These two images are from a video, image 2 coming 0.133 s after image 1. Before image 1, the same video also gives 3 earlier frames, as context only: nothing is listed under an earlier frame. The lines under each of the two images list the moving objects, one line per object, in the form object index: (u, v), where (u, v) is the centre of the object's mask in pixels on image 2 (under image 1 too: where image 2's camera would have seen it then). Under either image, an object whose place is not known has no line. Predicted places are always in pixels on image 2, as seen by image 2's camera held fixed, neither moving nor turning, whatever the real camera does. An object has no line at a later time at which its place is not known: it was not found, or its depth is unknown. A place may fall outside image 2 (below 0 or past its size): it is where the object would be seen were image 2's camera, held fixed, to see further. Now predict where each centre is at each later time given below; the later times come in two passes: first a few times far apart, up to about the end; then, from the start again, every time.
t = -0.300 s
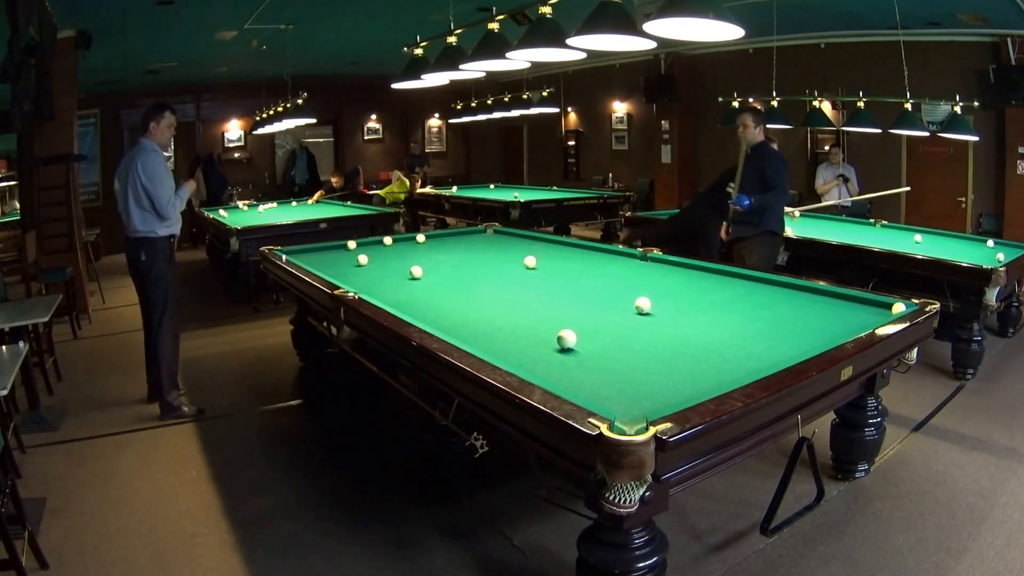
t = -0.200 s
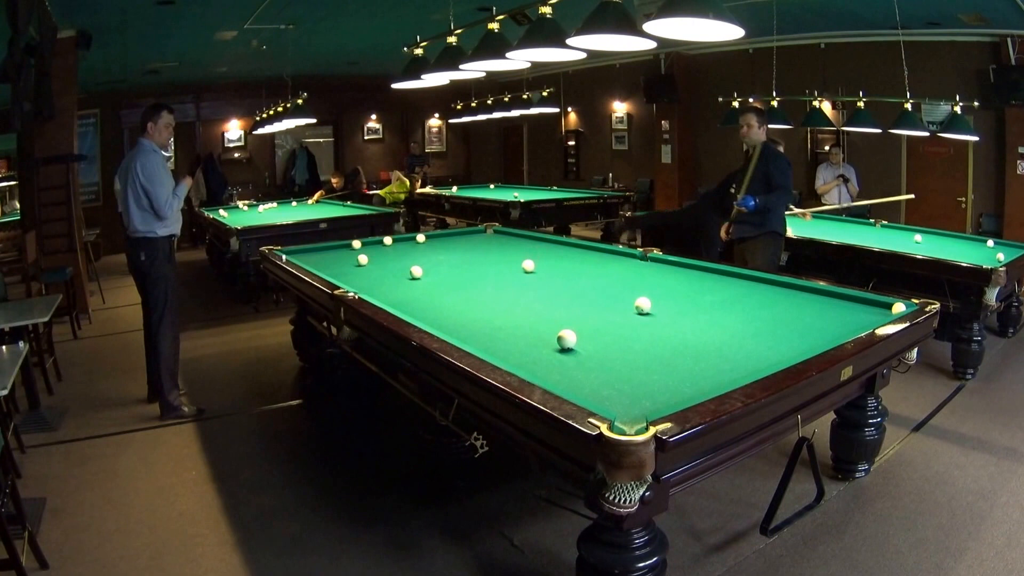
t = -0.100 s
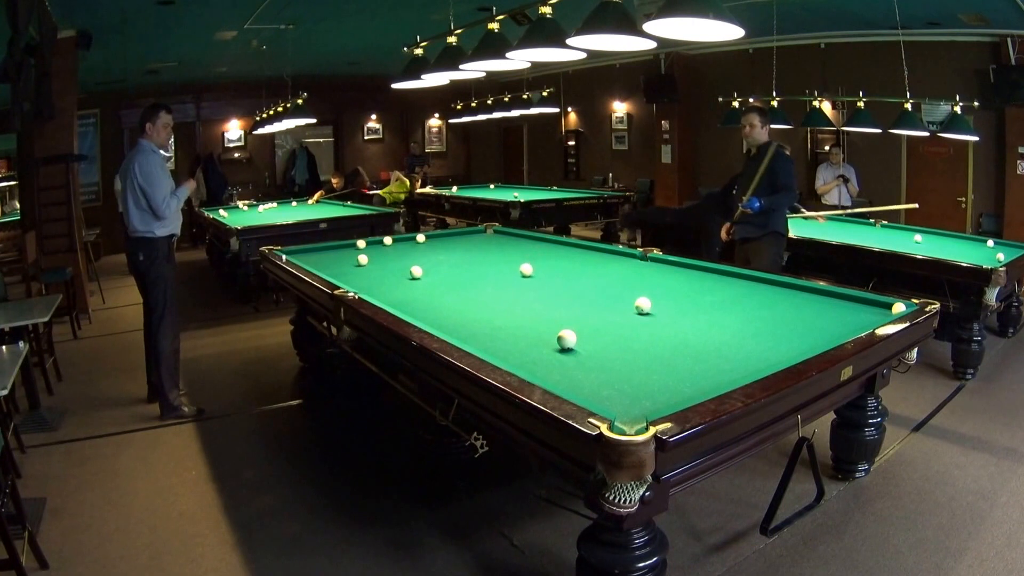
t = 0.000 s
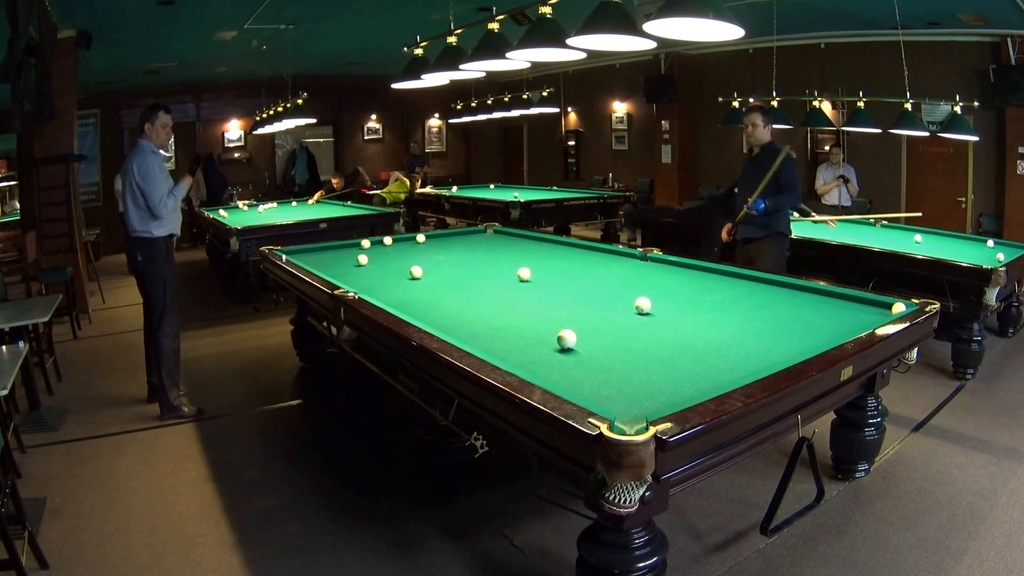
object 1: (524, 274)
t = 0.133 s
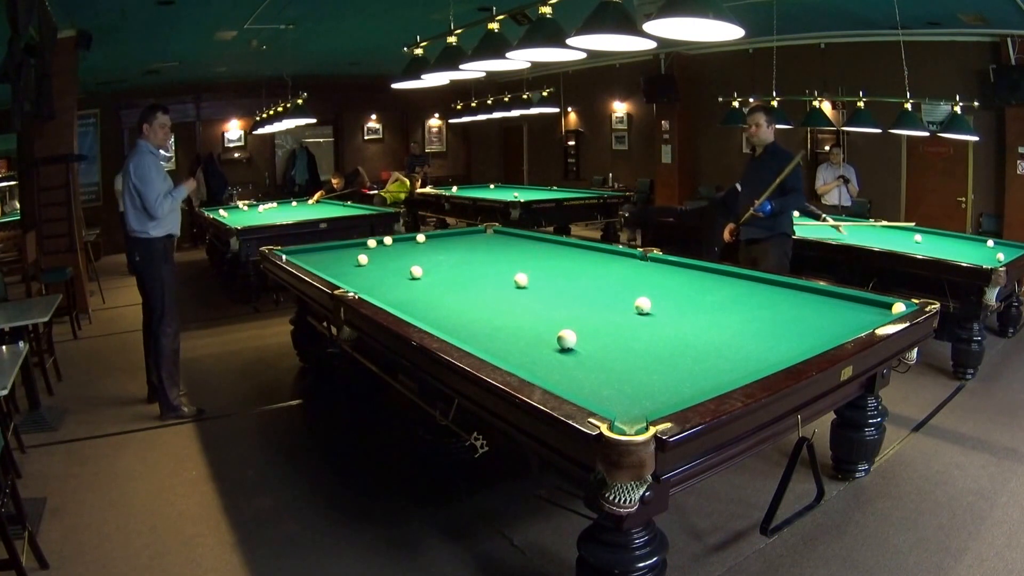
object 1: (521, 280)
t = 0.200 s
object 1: (519, 283)
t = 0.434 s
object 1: (513, 296)
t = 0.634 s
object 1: (507, 308)
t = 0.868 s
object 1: (498, 325)
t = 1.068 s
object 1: (490, 343)
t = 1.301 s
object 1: (516, 353)
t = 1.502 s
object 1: (553, 356)
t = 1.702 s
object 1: (591, 360)
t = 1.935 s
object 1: (635, 364)
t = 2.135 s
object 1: (672, 367)
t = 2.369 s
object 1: (715, 371)
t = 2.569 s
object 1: (745, 370)
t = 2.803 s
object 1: (738, 365)
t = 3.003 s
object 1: (733, 358)
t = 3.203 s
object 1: (728, 353)
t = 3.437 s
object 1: (724, 347)
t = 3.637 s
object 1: (720, 342)
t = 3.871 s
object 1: (716, 338)
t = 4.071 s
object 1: (713, 334)
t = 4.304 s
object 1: (710, 330)
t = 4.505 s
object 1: (708, 327)
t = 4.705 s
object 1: (706, 324)
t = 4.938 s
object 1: (704, 321)
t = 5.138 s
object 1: (703, 319)
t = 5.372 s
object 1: (701, 317)
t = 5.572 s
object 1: (700, 315)
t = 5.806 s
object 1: (699, 313)
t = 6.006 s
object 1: (698, 312)
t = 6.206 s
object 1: (698, 312)
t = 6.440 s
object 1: (697, 311)
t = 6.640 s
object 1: (697, 311)
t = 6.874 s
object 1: (696, 310)
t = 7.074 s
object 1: (696, 310)
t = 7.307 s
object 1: (696, 309)
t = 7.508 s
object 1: (696, 309)
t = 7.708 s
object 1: (696, 309)
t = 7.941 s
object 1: (696, 309)
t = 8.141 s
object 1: (696, 309)
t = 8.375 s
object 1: (696, 309)
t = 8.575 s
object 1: (696, 309)
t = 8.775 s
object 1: (696, 309)
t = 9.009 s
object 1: (696, 309)
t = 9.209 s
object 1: (696, 309)
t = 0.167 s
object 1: (520, 282)
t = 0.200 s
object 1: (519, 283)
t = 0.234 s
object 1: (518, 285)
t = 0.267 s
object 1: (518, 287)
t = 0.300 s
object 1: (516, 288)
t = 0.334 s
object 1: (516, 290)
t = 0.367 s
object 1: (515, 292)
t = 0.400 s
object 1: (514, 294)
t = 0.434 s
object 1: (513, 296)
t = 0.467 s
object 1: (512, 298)
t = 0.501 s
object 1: (511, 300)
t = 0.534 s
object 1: (510, 302)
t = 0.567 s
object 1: (509, 304)
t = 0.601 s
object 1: (508, 306)
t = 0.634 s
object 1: (507, 308)
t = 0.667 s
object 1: (505, 310)
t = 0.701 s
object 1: (504, 313)
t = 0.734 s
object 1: (503, 315)
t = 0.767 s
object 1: (502, 318)
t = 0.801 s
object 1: (501, 320)
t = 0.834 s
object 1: (499, 323)
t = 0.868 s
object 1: (498, 325)
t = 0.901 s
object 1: (497, 328)
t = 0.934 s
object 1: (495, 331)
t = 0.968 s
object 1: (494, 334)
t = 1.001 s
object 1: (493, 336)
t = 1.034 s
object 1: (491, 339)
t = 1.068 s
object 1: (490, 343)
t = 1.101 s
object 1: (488, 345)
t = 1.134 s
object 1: (487, 346)
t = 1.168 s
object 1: (491, 348)
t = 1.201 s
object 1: (498, 349)
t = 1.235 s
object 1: (505, 351)
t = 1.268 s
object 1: (511, 352)
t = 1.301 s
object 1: (516, 353)
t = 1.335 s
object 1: (523, 353)
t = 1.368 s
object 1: (529, 353)
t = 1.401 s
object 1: (535, 354)
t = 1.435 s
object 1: (541, 355)
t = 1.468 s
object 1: (547, 356)
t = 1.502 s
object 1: (553, 356)
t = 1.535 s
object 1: (560, 357)
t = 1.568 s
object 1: (566, 357)
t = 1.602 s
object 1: (572, 358)
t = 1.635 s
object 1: (579, 359)
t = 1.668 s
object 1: (585, 359)
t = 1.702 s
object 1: (591, 360)
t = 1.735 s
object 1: (597, 360)
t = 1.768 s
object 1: (603, 361)
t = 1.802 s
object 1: (610, 362)
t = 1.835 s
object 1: (616, 362)
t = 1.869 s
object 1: (622, 363)
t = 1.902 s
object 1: (628, 363)
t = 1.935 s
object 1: (635, 364)
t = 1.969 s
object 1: (641, 365)
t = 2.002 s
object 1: (647, 365)
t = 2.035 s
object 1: (653, 365)
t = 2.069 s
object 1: (659, 366)
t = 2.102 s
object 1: (666, 367)
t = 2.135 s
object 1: (672, 367)
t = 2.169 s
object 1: (678, 368)
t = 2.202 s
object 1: (685, 369)
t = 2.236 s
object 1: (690, 369)
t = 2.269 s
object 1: (697, 369)
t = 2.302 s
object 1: (703, 370)
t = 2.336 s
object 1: (709, 370)
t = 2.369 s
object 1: (715, 371)
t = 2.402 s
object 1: (721, 371)
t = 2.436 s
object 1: (727, 371)
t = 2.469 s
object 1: (732, 372)
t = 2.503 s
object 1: (738, 371)
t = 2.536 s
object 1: (744, 370)
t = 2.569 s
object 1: (745, 370)
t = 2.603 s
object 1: (743, 369)
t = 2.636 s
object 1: (742, 369)
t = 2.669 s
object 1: (742, 368)
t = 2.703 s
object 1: (741, 368)
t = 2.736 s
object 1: (740, 367)
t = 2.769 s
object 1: (739, 366)
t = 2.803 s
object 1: (738, 365)
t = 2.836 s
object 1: (737, 364)
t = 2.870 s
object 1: (736, 362)
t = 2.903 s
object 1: (736, 362)
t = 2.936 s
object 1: (735, 361)
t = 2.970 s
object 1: (734, 359)
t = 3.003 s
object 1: (733, 358)
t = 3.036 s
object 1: (732, 358)
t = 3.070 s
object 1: (731, 357)
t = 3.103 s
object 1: (731, 355)
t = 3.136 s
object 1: (730, 355)
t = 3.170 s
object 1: (729, 354)
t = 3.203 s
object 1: (728, 353)
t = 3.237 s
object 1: (728, 352)
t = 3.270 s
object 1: (727, 351)
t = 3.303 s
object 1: (726, 350)
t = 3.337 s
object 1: (726, 349)
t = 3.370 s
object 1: (725, 348)
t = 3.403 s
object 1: (724, 348)
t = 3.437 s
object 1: (724, 347)
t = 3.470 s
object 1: (723, 346)
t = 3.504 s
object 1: (722, 345)
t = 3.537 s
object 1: (722, 344)
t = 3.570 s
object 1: (721, 344)
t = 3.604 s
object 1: (721, 343)
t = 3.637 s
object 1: (720, 342)
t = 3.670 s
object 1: (719, 341)
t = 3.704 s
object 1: (719, 341)
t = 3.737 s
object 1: (718, 340)
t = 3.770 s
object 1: (718, 339)
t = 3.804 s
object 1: (717, 339)
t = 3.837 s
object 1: (716, 338)
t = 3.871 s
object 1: (716, 338)
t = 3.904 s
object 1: (715, 337)
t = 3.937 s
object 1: (715, 336)
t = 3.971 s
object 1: (715, 336)
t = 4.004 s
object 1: (714, 335)
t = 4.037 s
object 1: (714, 334)
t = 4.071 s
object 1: (713, 334)
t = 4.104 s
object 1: (713, 333)
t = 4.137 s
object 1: (712, 333)
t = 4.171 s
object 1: (712, 332)
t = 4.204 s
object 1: (711, 332)
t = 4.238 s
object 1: (711, 331)
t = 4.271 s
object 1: (710, 330)
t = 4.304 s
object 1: (710, 330)
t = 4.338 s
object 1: (710, 329)
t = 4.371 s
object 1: (709, 329)
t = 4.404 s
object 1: (709, 328)
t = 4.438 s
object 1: (709, 328)
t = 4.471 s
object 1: (708, 327)
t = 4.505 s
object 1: (708, 327)
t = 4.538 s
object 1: (708, 326)
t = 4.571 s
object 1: (707, 326)
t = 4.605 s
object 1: (707, 325)
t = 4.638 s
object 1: (707, 325)
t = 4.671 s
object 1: (706, 325)
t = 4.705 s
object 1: (706, 324)
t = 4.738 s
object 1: (706, 324)
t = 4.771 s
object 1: (705, 323)
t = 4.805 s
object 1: (705, 323)
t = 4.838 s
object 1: (705, 323)
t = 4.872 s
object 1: (705, 322)
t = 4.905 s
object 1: (704, 322)
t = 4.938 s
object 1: (704, 321)
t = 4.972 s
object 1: (704, 321)
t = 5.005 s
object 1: (704, 321)
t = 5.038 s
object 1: (703, 320)
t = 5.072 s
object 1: (703, 320)
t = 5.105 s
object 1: (703, 320)
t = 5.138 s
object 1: (703, 319)
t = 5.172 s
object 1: (702, 319)
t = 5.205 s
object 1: (702, 318)
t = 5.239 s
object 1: (702, 318)
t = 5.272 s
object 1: (702, 318)
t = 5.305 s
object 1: (702, 318)
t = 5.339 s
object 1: (701, 317)
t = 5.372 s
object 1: (701, 317)
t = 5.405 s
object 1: (701, 317)
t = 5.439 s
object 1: (701, 316)
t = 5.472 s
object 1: (701, 316)
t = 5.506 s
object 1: (700, 316)
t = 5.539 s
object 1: (700, 316)
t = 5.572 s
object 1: (700, 315)
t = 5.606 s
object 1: (700, 315)
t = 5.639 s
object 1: (700, 315)
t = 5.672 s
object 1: (699, 314)
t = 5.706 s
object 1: (699, 314)
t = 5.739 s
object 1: (699, 314)
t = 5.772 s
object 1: (699, 314)
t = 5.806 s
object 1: (699, 313)
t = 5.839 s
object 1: (699, 313)
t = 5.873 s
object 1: (699, 313)
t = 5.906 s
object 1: (698, 313)
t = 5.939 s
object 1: (698, 313)
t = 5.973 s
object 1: (698, 312)
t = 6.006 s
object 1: (698, 312)
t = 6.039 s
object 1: (698, 313)
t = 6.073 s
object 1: (698, 312)
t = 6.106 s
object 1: (698, 312)
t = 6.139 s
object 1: (698, 312)
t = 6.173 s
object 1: (698, 312)
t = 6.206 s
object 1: (698, 312)
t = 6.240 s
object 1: (698, 312)
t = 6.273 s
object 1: (698, 312)
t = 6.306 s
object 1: (698, 312)
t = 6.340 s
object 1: (698, 311)
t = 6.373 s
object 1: (698, 311)
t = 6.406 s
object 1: (697, 312)
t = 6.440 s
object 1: (697, 311)
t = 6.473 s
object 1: (697, 311)
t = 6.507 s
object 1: (697, 311)
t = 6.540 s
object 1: (697, 311)
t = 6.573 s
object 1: (697, 311)
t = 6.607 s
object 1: (697, 311)
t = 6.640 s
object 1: (697, 311)
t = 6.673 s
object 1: (697, 311)
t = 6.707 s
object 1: (697, 310)
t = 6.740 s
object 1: (697, 310)
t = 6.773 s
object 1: (697, 310)
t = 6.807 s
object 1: (697, 310)
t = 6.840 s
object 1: (696, 310)
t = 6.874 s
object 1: (696, 310)
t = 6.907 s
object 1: (696, 310)
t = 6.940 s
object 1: (696, 310)
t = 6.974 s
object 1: (696, 310)
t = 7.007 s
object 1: (696, 310)
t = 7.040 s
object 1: (696, 310)
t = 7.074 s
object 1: (696, 310)
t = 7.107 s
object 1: (696, 309)
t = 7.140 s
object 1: (696, 309)
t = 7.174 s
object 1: (696, 309)
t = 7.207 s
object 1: (696, 309)
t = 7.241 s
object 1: (696, 309)
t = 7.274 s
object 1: (696, 309)
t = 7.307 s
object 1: (696, 309)
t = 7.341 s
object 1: (696, 309)
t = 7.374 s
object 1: (696, 309)
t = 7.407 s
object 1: (696, 309)
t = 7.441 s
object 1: (696, 309)
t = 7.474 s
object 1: (696, 309)
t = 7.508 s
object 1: (696, 309)
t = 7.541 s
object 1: (696, 309)
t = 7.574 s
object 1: (696, 309)
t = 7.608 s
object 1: (696, 309)
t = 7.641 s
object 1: (696, 309)
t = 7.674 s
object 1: (696, 309)
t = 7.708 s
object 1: (696, 309)
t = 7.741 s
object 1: (696, 309)
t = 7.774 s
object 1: (696, 309)
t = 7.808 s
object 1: (696, 309)
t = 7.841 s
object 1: (696, 309)
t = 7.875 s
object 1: (696, 309)
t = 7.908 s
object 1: (696, 309)
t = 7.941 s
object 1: (696, 309)
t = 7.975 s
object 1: (696, 309)
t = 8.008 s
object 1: (696, 309)
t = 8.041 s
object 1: (696, 309)
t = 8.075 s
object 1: (696, 309)
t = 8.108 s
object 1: (696, 309)
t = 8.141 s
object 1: (696, 309)
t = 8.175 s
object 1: (696, 309)
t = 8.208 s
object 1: (696, 309)
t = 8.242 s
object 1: (696, 309)
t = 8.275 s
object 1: (696, 309)
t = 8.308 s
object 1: (696, 309)
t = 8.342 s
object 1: (696, 309)
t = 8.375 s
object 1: (696, 309)
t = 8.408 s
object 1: (696, 309)
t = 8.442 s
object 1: (696, 309)
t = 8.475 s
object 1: (696, 309)
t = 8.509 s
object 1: (696, 309)
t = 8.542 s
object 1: (696, 309)
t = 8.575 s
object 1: (696, 309)
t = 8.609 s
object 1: (696, 309)
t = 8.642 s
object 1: (696, 309)
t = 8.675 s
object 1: (696, 309)
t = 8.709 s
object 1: (696, 309)
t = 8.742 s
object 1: (696, 309)
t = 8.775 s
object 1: (696, 309)
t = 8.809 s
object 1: (696, 309)
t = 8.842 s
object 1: (696, 309)
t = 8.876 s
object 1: (696, 309)
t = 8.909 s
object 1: (696, 309)
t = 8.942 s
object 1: (696, 309)
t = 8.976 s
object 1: (696, 309)
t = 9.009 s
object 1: (696, 309)
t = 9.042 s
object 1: (696, 309)
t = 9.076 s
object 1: (696, 309)
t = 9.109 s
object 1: (696, 309)
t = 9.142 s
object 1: (696, 309)
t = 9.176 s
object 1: (696, 309)
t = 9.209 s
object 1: (696, 309)
